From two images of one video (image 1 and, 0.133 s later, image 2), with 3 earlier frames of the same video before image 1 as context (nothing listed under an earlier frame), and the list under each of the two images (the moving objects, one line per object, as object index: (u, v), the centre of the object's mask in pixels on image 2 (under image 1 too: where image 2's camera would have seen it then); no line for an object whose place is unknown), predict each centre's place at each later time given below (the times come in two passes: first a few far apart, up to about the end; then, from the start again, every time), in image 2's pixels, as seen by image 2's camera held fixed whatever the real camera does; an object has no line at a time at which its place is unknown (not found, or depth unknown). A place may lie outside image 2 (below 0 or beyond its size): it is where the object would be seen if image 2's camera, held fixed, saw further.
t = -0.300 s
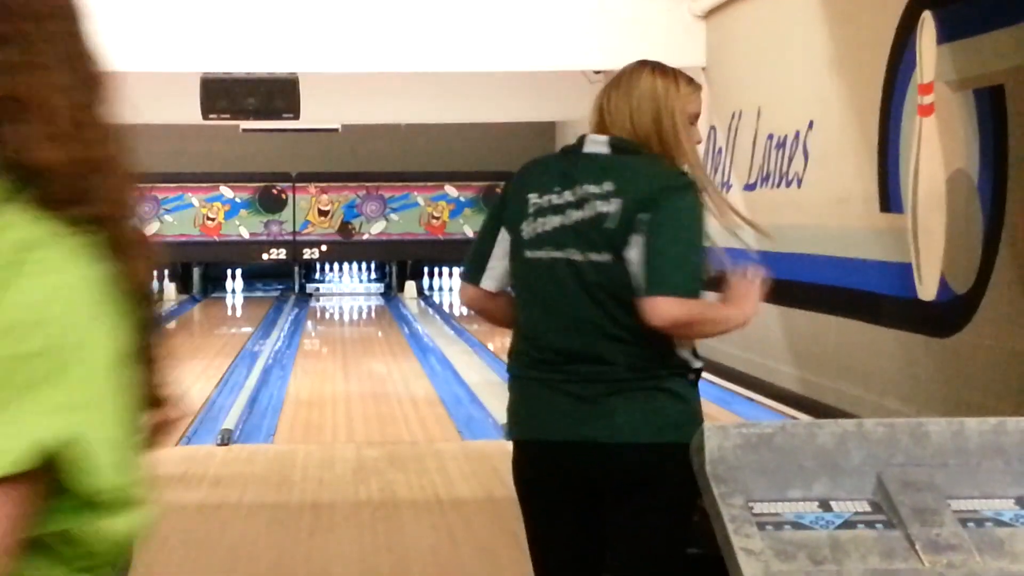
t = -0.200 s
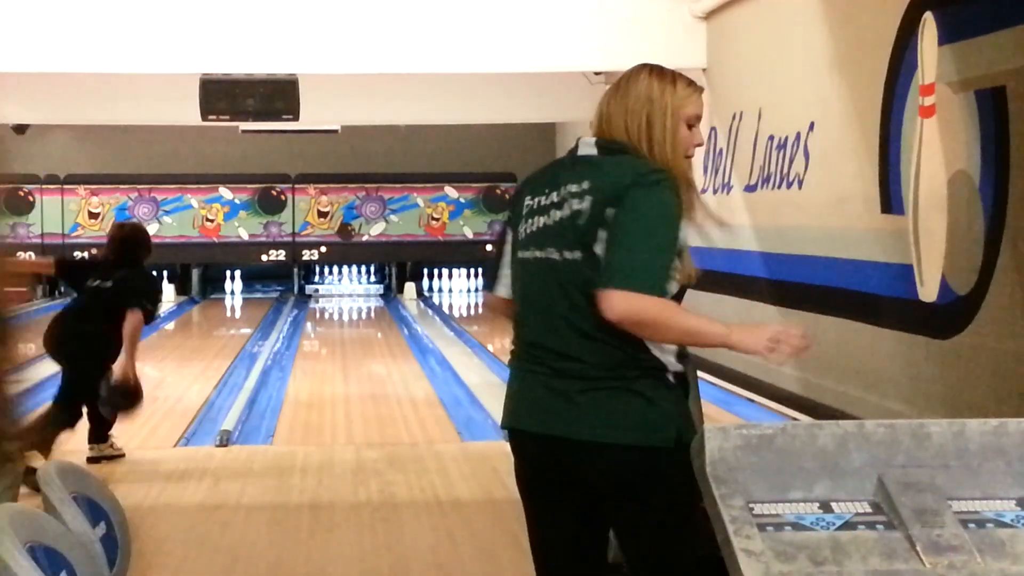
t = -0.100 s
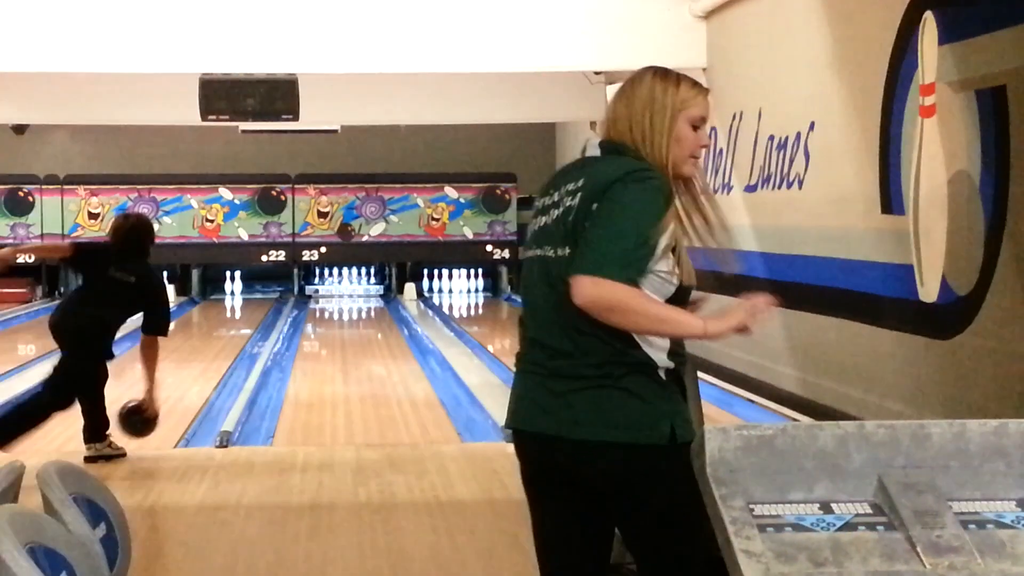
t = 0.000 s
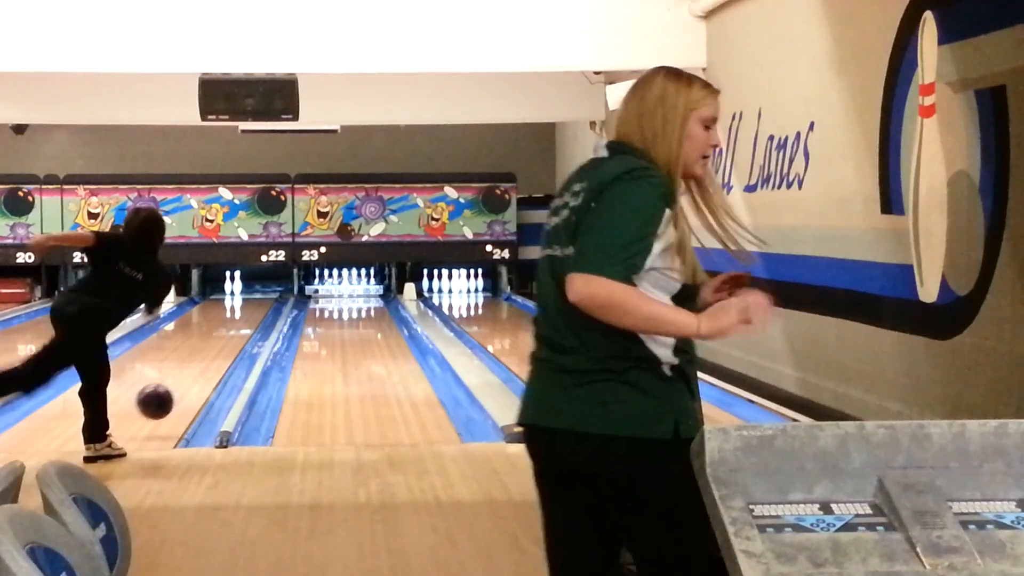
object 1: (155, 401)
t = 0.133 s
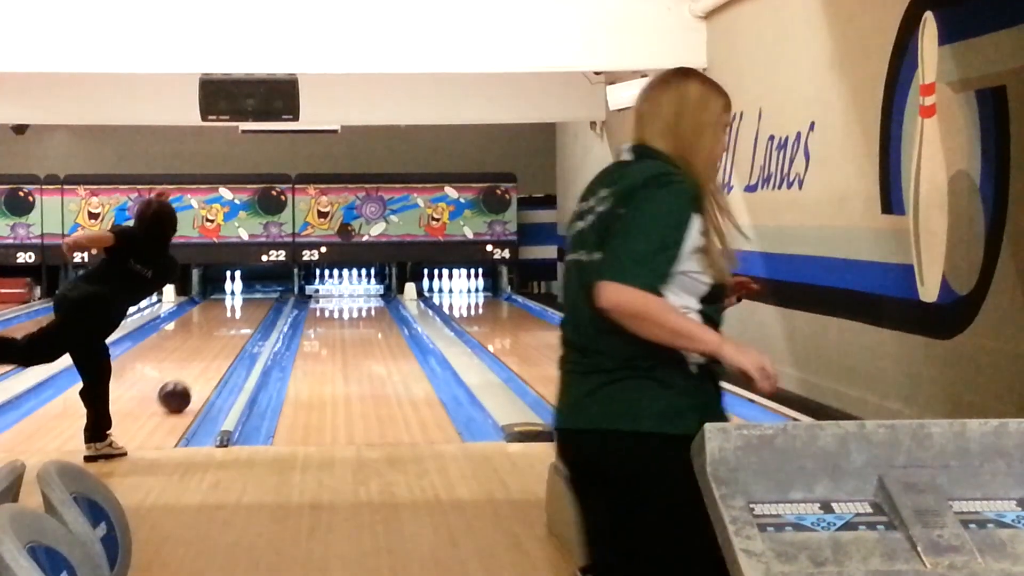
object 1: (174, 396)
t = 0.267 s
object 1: (190, 380)
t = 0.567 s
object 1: (215, 352)
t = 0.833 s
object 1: (229, 336)
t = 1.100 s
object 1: (240, 322)
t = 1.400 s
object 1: (249, 311)
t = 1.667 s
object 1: (253, 302)
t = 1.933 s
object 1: (253, 296)
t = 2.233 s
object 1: (249, 290)
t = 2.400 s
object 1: (248, 287)
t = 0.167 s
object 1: (179, 392)
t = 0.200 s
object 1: (182, 388)
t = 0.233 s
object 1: (186, 384)
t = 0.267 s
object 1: (190, 380)
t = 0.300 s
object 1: (193, 377)
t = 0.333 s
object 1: (196, 373)
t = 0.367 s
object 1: (199, 369)
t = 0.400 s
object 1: (202, 367)
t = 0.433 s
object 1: (205, 363)
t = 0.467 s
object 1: (207, 361)
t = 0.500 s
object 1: (210, 358)
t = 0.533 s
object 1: (212, 355)
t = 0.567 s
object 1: (215, 352)
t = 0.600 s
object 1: (217, 350)
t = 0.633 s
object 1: (219, 348)
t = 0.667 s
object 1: (221, 345)
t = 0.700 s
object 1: (223, 343)
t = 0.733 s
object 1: (224, 341)
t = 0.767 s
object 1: (226, 339)
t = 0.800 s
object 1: (228, 337)
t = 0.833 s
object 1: (229, 336)
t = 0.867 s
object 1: (231, 333)
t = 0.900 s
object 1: (232, 332)
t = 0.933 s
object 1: (234, 330)
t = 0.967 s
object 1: (235, 328)
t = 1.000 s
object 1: (237, 327)
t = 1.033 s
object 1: (238, 325)
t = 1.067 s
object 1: (239, 324)
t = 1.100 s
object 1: (240, 322)
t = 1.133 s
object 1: (241, 321)
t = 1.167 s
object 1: (242, 320)
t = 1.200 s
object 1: (243, 318)
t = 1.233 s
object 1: (244, 317)
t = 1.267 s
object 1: (245, 315)
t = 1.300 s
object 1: (247, 314)
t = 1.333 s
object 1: (247, 313)
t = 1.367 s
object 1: (248, 312)
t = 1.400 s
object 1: (249, 311)
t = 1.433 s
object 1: (249, 309)
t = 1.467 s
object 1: (250, 308)
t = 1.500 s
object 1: (250, 308)
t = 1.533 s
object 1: (251, 306)
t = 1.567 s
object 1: (252, 305)
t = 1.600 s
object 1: (252, 304)
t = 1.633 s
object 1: (252, 304)
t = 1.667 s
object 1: (253, 302)
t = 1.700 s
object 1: (253, 301)
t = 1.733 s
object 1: (253, 300)
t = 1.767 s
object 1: (253, 300)
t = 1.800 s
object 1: (253, 299)
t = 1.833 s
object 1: (254, 299)
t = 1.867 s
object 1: (254, 298)
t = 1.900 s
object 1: (253, 296)
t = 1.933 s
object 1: (253, 296)
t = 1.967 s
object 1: (253, 295)
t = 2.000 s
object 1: (252, 294)
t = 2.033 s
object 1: (252, 294)
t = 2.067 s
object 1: (251, 293)
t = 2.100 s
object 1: (251, 293)
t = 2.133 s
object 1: (251, 291)
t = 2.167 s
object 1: (250, 291)
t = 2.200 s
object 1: (250, 290)
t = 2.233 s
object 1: (249, 290)
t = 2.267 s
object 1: (248, 289)
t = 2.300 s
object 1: (248, 289)
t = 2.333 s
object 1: (247, 289)
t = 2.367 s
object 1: (248, 288)
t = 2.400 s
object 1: (248, 287)
